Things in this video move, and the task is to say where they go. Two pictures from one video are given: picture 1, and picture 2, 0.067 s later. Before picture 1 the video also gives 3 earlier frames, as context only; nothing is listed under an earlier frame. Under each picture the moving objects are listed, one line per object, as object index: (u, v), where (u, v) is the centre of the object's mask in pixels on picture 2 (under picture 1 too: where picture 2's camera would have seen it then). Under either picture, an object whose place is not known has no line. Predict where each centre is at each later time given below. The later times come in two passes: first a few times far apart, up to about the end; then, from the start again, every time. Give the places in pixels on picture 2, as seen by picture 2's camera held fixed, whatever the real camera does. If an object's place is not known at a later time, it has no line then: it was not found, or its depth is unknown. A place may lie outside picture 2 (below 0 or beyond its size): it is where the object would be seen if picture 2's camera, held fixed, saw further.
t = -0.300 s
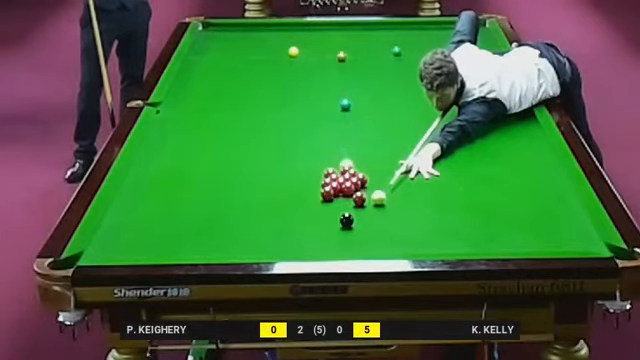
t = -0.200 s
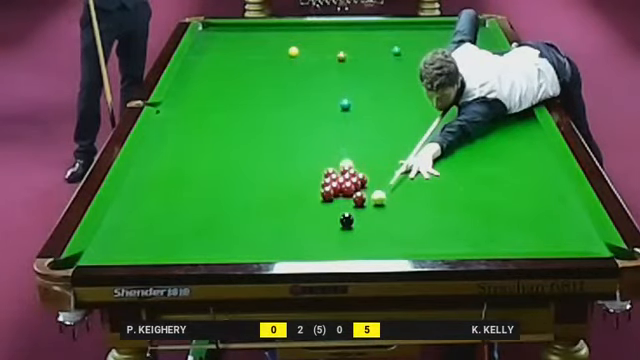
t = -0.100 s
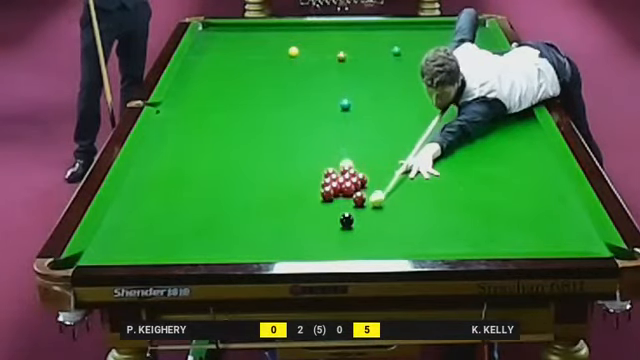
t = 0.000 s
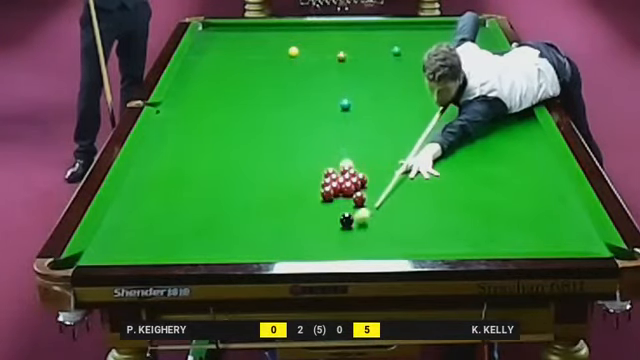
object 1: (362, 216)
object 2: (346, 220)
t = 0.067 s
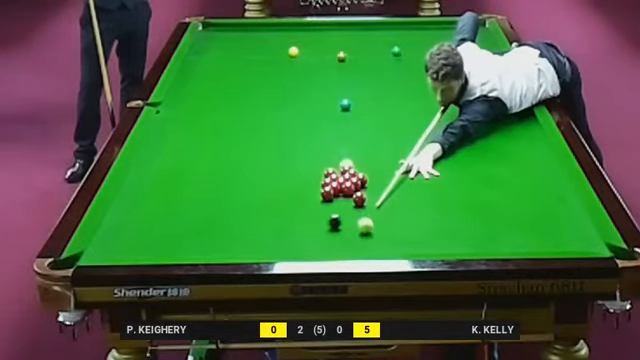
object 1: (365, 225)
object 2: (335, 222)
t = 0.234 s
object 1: (380, 242)
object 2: (307, 225)
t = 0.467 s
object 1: (401, 247)
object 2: (268, 230)
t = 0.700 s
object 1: (419, 240)
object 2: (231, 235)
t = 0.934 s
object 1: (435, 230)
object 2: (195, 240)
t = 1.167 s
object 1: (450, 222)
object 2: (160, 245)
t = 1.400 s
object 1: (463, 214)
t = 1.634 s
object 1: (475, 207)
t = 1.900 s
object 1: (487, 201)
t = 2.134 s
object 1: (497, 196)
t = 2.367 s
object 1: (506, 191)
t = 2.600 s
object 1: (514, 187)
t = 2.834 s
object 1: (520, 184)
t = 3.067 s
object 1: (526, 181)
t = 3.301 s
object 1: (531, 179)
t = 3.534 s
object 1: (534, 177)
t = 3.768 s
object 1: (538, 177)
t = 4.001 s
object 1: (541, 176)
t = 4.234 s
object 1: (542, 176)
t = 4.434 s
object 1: (541, 176)
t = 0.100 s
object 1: (368, 229)
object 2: (329, 222)
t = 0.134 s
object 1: (371, 233)
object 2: (323, 223)
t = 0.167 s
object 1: (374, 236)
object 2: (317, 224)
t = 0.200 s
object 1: (377, 239)
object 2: (312, 224)
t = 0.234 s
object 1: (380, 242)
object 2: (307, 225)
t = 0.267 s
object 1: (383, 244)
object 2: (301, 225)
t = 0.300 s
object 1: (386, 245)
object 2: (295, 226)
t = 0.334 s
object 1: (389, 246)
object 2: (290, 227)
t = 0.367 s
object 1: (393, 247)
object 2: (285, 229)
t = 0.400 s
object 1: (396, 249)
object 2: (279, 229)
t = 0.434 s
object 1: (399, 249)
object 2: (274, 230)
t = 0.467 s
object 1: (401, 247)
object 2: (268, 230)
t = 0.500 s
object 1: (404, 246)
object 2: (263, 231)
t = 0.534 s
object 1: (407, 245)
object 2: (258, 231)
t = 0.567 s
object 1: (409, 244)
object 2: (252, 232)
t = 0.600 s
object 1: (412, 243)
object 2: (247, 233)
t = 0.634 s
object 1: (414, 243)
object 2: (242, 234)
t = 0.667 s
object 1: (417, 241)
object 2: (237, 235)
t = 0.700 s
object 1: (419, 240)
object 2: (231, 235)
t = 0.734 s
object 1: (421, 239)
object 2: (226, 236)
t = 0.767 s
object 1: (423, 237)
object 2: (221, 237)
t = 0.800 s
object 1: (426, 236)
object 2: (215, 238)
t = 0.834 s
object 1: (428, 234)
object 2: (210, 238)
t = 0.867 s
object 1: (430, 233)
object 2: (205, 239)
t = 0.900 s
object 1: (433, 232)
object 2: (200, 240)
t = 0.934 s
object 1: (435, 230)
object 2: (195, 240)
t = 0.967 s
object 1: (437, 229)
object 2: (190, 241)
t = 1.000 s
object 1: (439, 228)
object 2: (185, 241)
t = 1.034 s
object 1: (441, 227)
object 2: (180, 242)
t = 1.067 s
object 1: (443, 225)
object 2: (175, 243)
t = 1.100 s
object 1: (446, 224)
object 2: (170, 243)
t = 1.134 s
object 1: (448, 223)
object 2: (165, 244)
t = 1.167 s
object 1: (450, 222)
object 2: (160, 245)
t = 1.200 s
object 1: (452, 221)
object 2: (156, 246)
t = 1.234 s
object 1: (453, 220)
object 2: (150, 246)
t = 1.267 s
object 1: (455, 219)
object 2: (146, 247)
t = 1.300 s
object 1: (457, 217)
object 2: (141, 247)
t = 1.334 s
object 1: (459, 216)
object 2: (136, 248)
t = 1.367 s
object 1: (461, 215)
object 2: (131, 248)
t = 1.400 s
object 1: (463, 214)
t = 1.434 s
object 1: (465, 213)
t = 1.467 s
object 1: (466, 212)
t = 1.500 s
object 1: (468, 212)
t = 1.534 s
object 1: (470, 210)
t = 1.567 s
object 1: (471, 209)
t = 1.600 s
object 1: (473, 208)
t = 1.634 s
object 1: (475, 207)
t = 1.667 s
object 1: (477, 206)
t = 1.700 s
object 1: (478, 205)
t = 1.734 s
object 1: (480, 205)
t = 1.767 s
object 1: (481, 204)
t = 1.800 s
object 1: (483, 203)
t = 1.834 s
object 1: (485, 202)
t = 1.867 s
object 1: (486, 201)
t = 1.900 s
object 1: (487, 201)
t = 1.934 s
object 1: (489, 200)
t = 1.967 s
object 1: (490, 199)
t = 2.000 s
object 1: (492, 199)
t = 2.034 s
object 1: (493, 198)
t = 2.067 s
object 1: (494, 197)
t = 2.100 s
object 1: (496, 196)
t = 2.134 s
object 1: (497, 196)
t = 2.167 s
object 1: (499, 195)
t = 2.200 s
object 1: (500, 195)
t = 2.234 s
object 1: (501, 193)
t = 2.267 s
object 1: (502, 193)
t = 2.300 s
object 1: (504, 192)
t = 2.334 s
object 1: (505, 192)
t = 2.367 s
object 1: (506, 191)
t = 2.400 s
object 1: (507, 191)
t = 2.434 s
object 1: (508, 190)
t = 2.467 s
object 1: (510, 189)
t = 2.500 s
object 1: (511, 189)
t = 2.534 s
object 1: (512, 189)
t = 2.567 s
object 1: (513, 188)
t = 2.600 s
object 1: (514, 187)
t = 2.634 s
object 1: (515, 187)
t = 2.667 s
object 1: (516, 186)
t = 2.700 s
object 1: (517, 186)
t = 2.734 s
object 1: (518, 185)
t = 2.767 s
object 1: (518, 185)
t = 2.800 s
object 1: (519, 185)
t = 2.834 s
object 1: (520, 184)
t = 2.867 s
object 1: (521, 184)
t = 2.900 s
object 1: (522, 183)
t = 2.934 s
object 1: (523, 183)
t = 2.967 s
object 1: (524, 183)
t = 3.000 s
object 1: (524, 182)
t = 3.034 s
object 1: (525, 182)
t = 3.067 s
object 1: (526, 181)
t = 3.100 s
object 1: (527, 181)
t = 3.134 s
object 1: (528, 181)
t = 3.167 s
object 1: (528, 180)
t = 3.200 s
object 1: (529, 180)
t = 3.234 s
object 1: (529, 180)
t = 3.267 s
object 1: (530, 179)
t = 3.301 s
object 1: (531, 179)
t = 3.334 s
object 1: (532, 179)
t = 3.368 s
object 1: (532, 178)
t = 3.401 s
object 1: (533, 178)
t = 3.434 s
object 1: (533, 178)
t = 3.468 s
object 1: (534, 178)
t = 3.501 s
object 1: (534, 178)
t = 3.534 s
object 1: (534, 177)
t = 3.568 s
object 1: (535, 177)
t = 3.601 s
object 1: (536, 177)
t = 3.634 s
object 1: (536, 177)
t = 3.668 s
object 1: (536, 177)
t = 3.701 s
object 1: (537, 177)
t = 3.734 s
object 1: (538, 176)
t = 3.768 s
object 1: (538, 177)
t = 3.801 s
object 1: (538, 176)
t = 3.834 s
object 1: (538, 176)
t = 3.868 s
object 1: (539, 176)
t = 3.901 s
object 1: (539, 176)
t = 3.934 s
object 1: (540, 176)
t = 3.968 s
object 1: (540, 176)
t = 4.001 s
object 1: (541, 176)
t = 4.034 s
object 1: (541, 176)
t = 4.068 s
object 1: (541, 176)
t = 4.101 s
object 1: (541, 176)
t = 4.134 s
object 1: (541, 176)
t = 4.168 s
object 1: (542, 176)
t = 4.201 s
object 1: (542, 176)
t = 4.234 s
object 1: (542, 176)
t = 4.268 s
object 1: (542, 176)
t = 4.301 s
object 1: (542, 176)
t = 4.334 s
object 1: (542, 176)
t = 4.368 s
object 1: (542, 176)
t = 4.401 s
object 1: (542, 176)
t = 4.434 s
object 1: (541, 176)
